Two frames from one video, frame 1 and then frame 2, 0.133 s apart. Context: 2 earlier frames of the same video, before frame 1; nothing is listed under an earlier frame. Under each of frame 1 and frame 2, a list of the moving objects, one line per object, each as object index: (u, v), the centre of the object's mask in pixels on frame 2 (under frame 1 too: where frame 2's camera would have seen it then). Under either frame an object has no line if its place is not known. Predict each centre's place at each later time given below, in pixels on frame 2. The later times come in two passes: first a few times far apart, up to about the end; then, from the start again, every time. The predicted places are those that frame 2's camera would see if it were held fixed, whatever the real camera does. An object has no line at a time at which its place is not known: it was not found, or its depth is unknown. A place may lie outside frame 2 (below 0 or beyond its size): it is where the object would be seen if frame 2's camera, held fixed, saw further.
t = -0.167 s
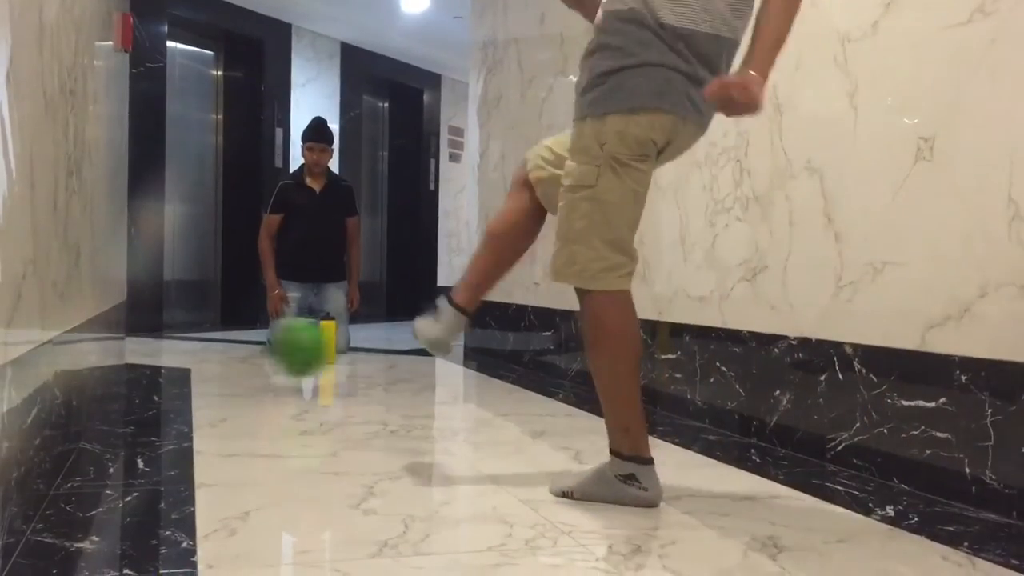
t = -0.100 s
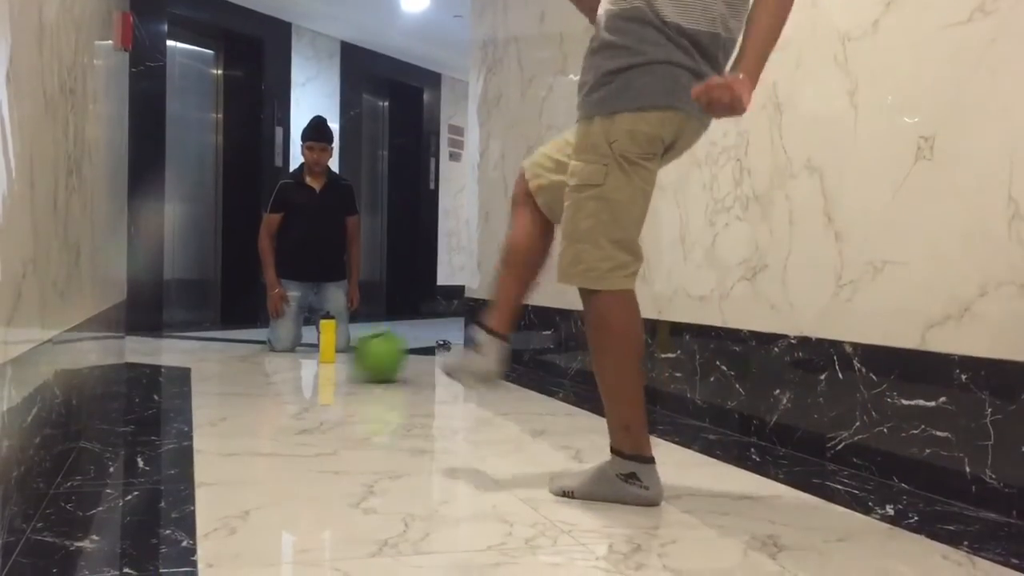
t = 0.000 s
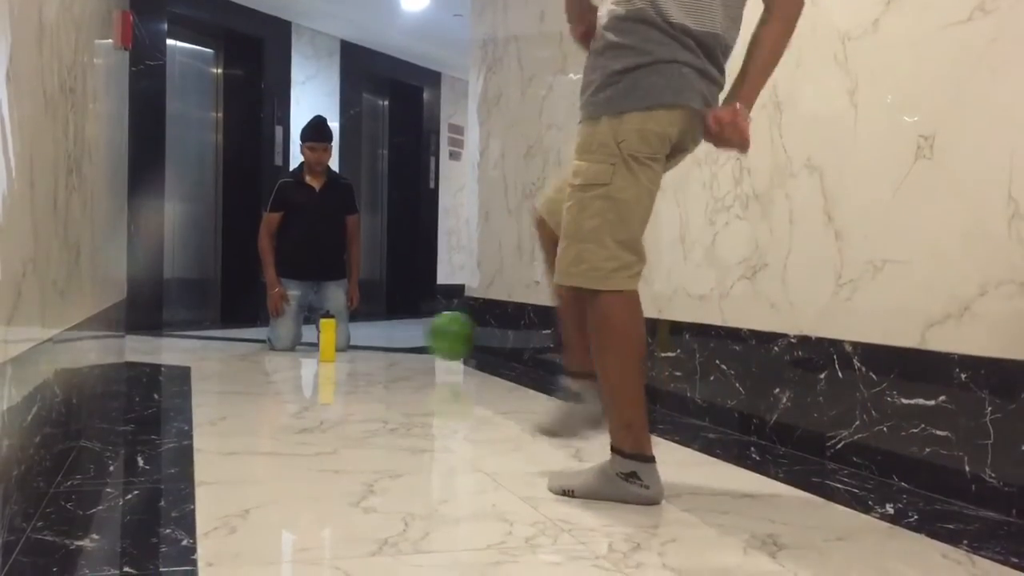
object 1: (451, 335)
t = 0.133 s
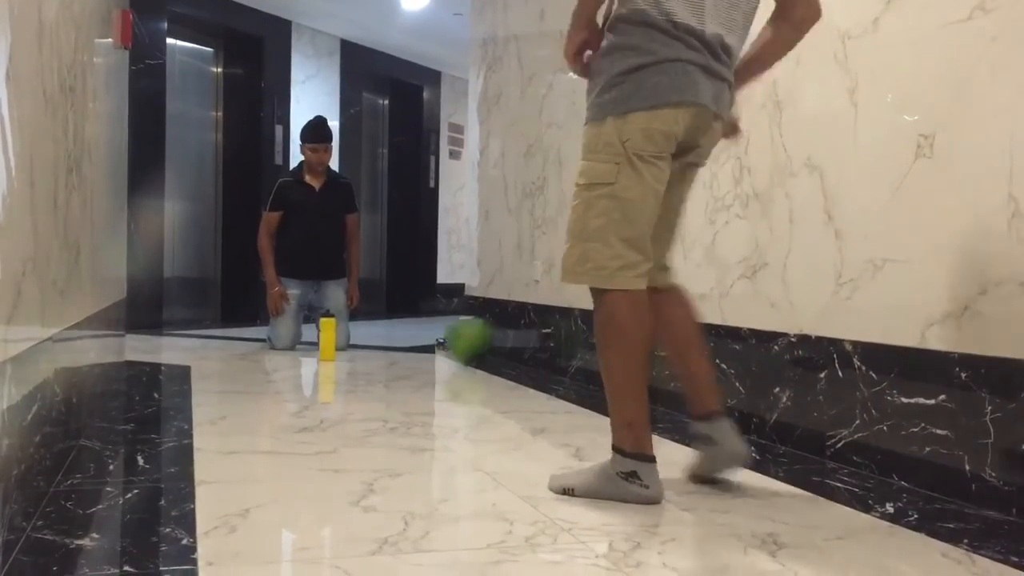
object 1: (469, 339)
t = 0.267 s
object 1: (401, 340)
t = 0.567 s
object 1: (321, 334)
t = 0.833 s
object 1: (277, 338)
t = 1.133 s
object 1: (225, 343)
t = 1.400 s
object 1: (176, 345)
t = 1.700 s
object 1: (168, 346)
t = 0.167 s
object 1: (448, 341)
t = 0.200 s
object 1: (432, 338)
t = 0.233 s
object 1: (417, 338)
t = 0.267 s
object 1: (401, 340)
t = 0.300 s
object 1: (386, 338)
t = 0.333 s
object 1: (374, 339)
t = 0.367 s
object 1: (362, 339)
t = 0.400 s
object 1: (350, 337)
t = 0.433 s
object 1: (343, 331)
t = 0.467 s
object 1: (338, 328)
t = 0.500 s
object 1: (333, 327)
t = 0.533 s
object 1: (328, 329)
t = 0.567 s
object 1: (321, 334)
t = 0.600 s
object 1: (315, 340)
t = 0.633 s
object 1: (309, 338)
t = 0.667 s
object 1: (305, 335)
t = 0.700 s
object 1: (299, 334)
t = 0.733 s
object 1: (293, 335)
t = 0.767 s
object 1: (288, 338)
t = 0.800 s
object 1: (282, 342)
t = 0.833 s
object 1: (277, 338)
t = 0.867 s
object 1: (271, 337)
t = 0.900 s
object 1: (265, 339)
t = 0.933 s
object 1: (260, 342)
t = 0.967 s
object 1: (254, 341)
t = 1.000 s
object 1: (248, 340)
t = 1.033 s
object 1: (243, 342)
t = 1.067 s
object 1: (237, 343)
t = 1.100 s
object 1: (231, 343)
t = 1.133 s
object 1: (225, 343)
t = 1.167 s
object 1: (219, 343)
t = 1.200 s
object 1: (213, 344)
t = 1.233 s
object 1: (207, 344)
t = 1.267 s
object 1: (201, 344)
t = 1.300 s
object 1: (195, 344)
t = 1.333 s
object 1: (188, 344)
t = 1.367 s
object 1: (182, 345)
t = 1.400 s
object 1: (176, 345)
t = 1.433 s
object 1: (169, 346)
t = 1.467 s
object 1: (162, 345)
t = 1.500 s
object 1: (156, 345)
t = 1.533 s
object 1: (151, 346)
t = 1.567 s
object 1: (155, 346)
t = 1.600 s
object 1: (159, 347)
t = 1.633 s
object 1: (162, 346)
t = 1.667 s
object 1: (165, 347)
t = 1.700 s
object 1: (168, 346)
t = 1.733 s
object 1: (171, 347)
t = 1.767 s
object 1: (173, 347)
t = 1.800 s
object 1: (176, 347)
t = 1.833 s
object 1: (179, 347)
